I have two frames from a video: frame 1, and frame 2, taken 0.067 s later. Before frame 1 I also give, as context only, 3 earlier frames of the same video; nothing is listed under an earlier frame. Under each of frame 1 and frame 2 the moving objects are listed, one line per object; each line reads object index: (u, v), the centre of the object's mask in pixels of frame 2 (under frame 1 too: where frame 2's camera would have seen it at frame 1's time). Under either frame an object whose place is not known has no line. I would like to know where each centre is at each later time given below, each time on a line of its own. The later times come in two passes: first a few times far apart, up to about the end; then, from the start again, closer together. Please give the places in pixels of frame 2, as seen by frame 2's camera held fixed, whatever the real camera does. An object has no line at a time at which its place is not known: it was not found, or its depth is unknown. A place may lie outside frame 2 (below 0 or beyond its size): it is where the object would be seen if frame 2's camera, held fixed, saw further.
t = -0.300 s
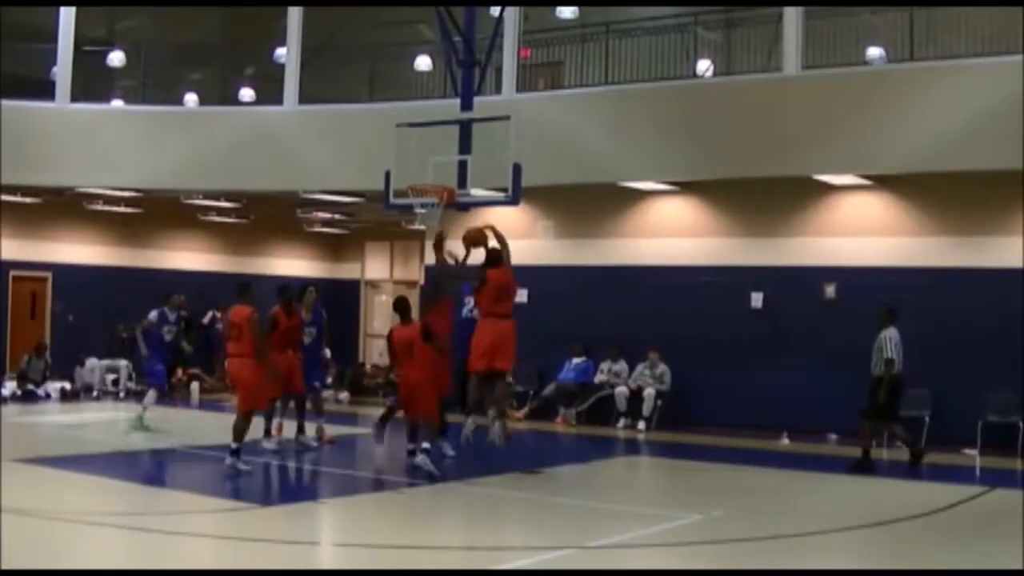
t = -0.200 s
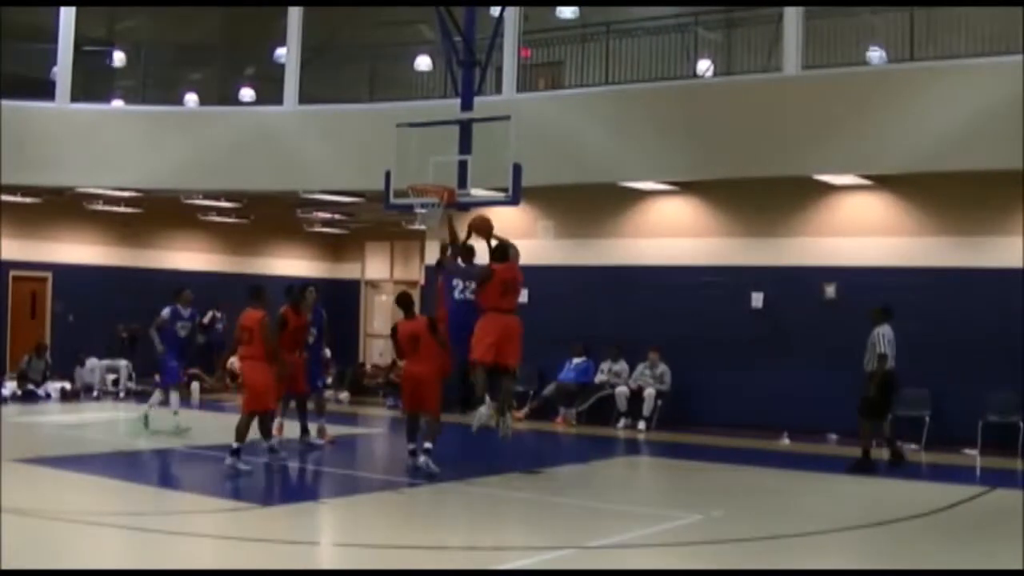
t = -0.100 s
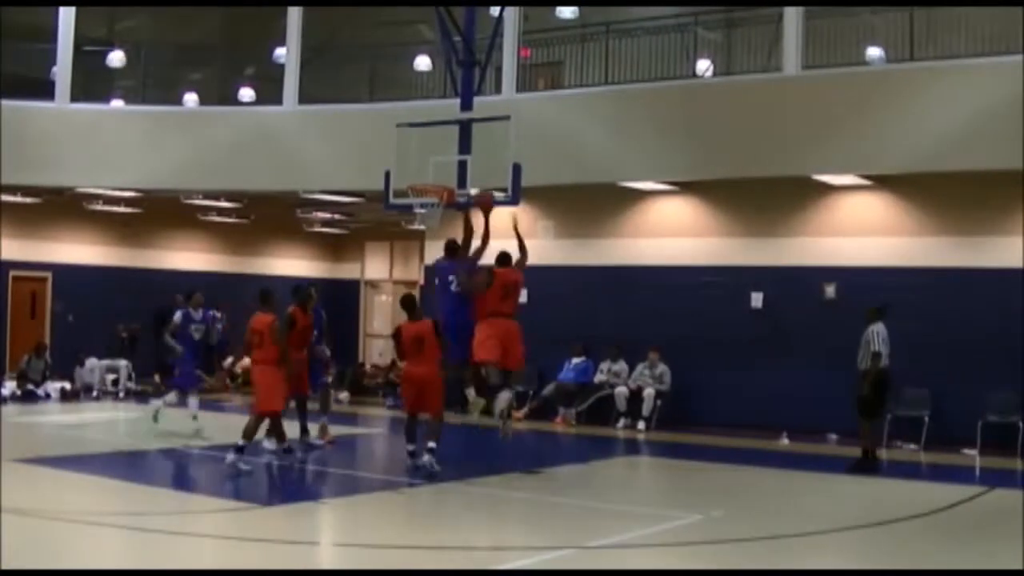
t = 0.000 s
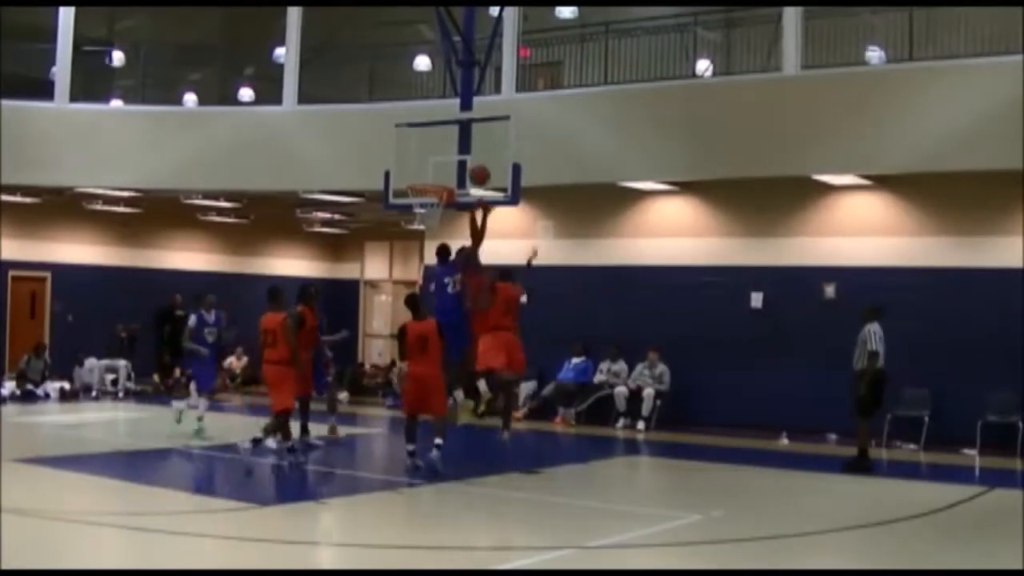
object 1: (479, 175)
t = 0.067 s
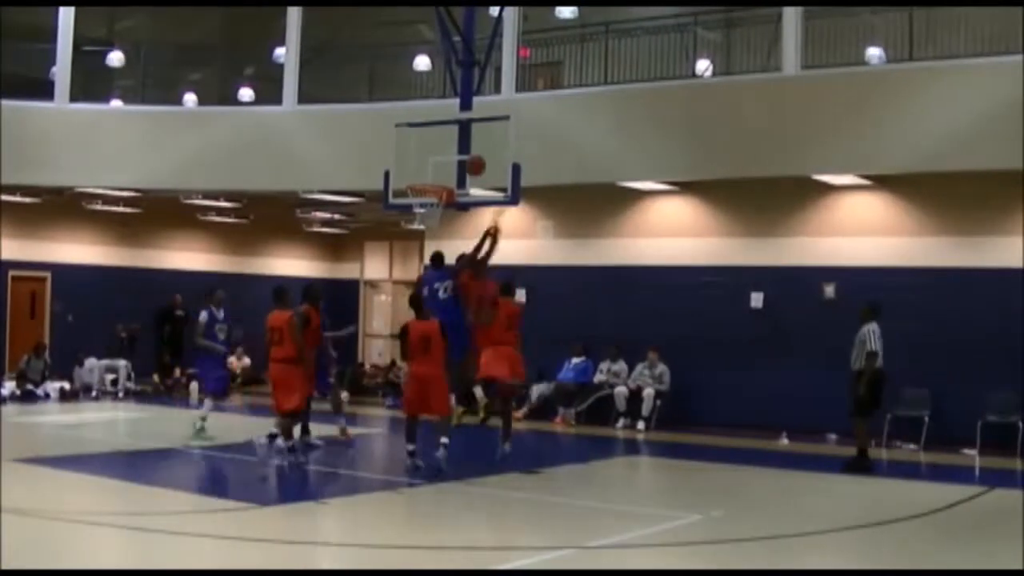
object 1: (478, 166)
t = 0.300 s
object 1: (458, 159)
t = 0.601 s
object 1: (432, 172)
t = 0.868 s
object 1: (425, 174)
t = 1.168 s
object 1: (429, 188)
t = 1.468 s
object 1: (420, 221)
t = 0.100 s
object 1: (475, 162)
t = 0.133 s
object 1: (472, 160)
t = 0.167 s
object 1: (471, 157)
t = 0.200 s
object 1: (468, 157)
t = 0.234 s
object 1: (464, 156)
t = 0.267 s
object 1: (462, 157)
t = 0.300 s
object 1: (458, 159)
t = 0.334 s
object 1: (457, 163)
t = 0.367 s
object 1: (453, 165)
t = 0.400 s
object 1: (452, 170)
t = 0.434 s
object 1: (449, 176)
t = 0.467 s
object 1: (446, 177)
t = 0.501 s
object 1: (442, 176)
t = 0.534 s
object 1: (439, 174)
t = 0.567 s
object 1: (435, 172)
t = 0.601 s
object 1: (432, 172)
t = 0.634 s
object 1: (428, 172)
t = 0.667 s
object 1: (425, 173)
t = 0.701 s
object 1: (422, 175)
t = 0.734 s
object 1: (417, 177)
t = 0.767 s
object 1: (417, 178)
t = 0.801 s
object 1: (420, 175)
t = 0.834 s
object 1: (422, 174)
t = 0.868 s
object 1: (425, 174)
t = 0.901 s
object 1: (427, 174)
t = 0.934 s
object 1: (429, 174)
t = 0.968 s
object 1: (432, 176)
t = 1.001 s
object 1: (435, 180)
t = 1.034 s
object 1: (436, 181)
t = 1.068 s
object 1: (435, 181)
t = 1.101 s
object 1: (433, 183)
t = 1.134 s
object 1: (432, 185)
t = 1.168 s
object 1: (429, 188)
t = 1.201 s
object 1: (428, 192)
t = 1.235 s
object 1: (427, 195)
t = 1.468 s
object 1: (420, 221)
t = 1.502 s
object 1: (420, 225)
